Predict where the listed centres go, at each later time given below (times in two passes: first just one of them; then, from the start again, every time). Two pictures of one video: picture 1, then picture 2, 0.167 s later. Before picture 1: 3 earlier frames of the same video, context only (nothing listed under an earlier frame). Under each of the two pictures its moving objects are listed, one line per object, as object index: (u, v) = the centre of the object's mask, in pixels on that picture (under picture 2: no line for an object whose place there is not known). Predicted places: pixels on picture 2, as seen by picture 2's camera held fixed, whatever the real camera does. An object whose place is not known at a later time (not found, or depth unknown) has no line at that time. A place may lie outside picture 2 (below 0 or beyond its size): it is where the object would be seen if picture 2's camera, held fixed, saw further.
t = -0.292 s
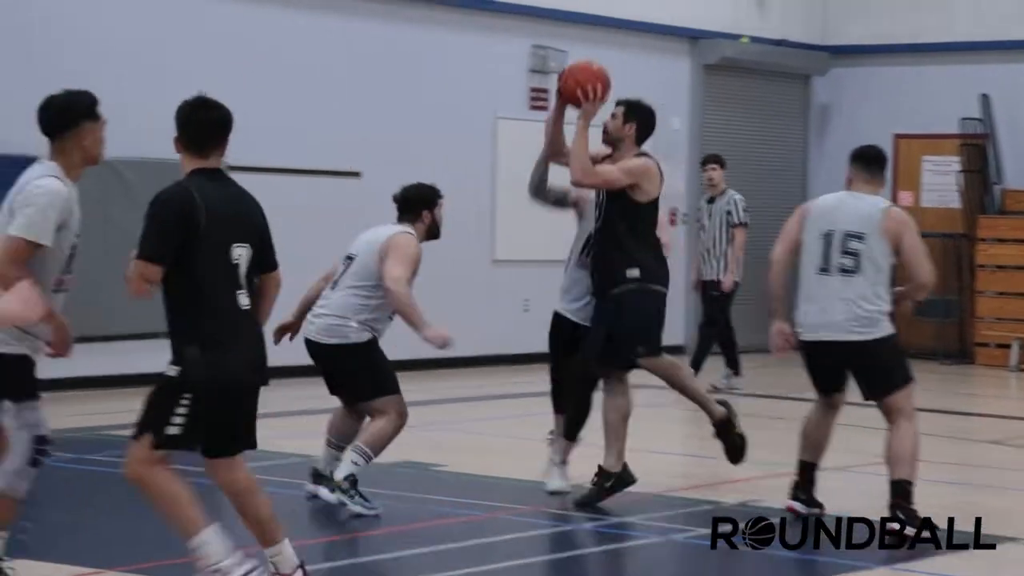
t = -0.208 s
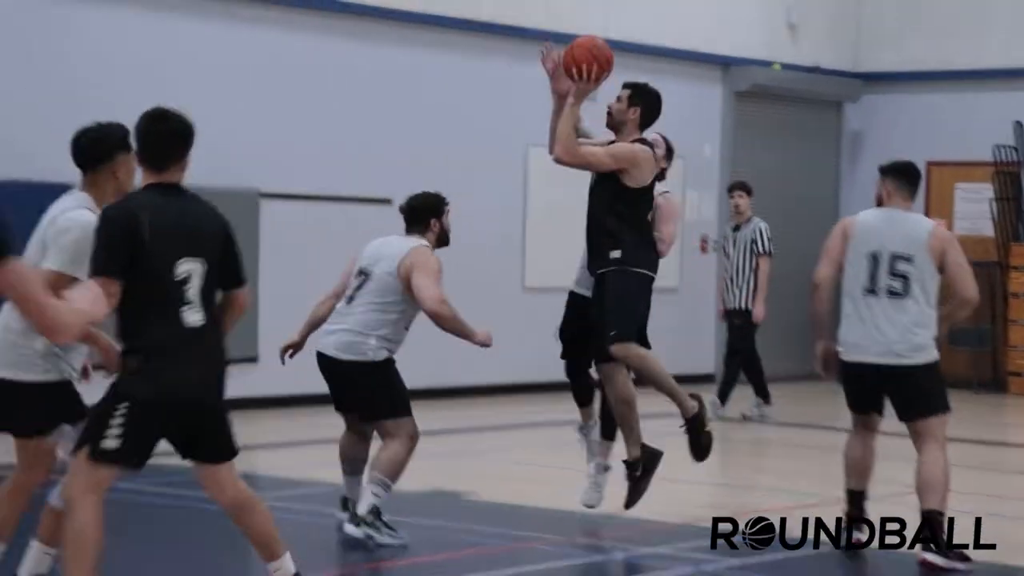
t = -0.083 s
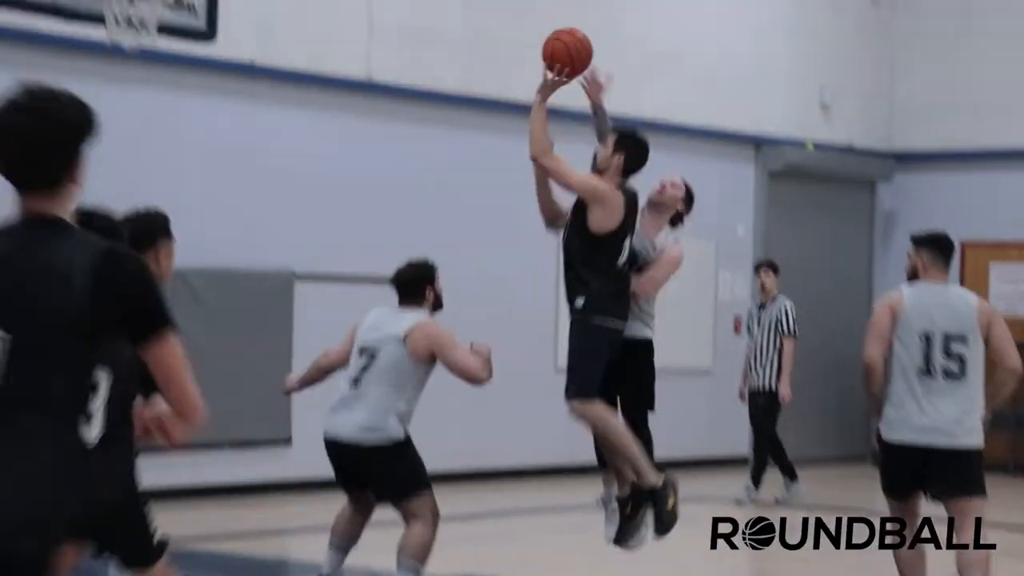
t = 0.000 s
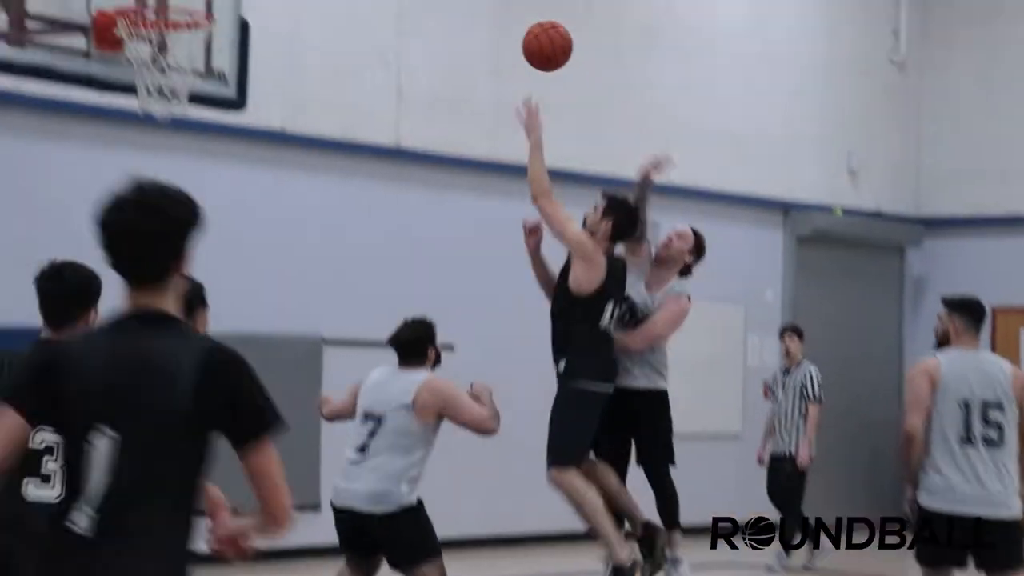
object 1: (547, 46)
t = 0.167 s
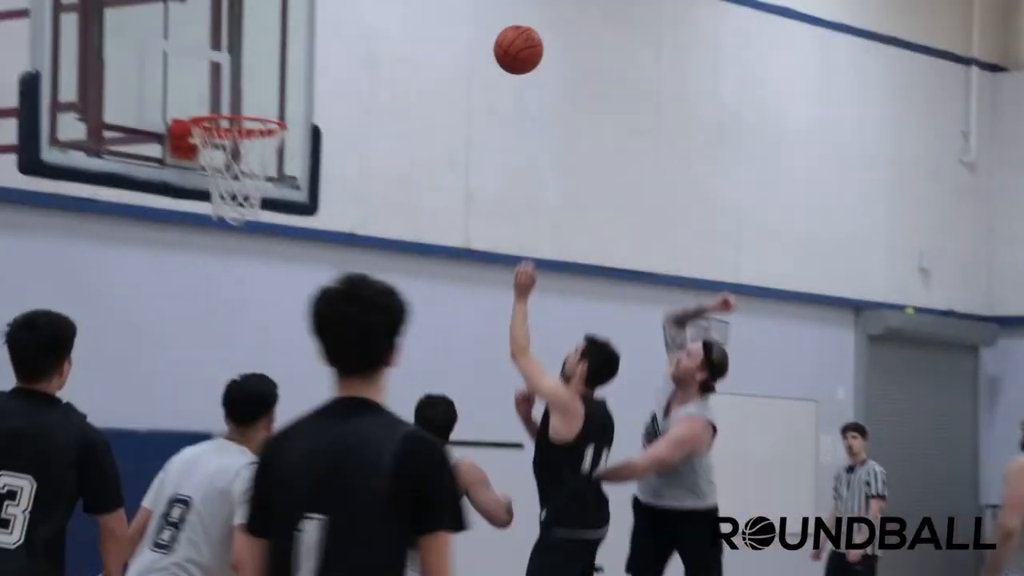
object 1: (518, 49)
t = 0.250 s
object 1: (471, 22)
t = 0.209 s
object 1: (494, 34)
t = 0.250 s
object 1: (471, 22)
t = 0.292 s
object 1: (446, 13)
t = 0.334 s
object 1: (423, 8)
